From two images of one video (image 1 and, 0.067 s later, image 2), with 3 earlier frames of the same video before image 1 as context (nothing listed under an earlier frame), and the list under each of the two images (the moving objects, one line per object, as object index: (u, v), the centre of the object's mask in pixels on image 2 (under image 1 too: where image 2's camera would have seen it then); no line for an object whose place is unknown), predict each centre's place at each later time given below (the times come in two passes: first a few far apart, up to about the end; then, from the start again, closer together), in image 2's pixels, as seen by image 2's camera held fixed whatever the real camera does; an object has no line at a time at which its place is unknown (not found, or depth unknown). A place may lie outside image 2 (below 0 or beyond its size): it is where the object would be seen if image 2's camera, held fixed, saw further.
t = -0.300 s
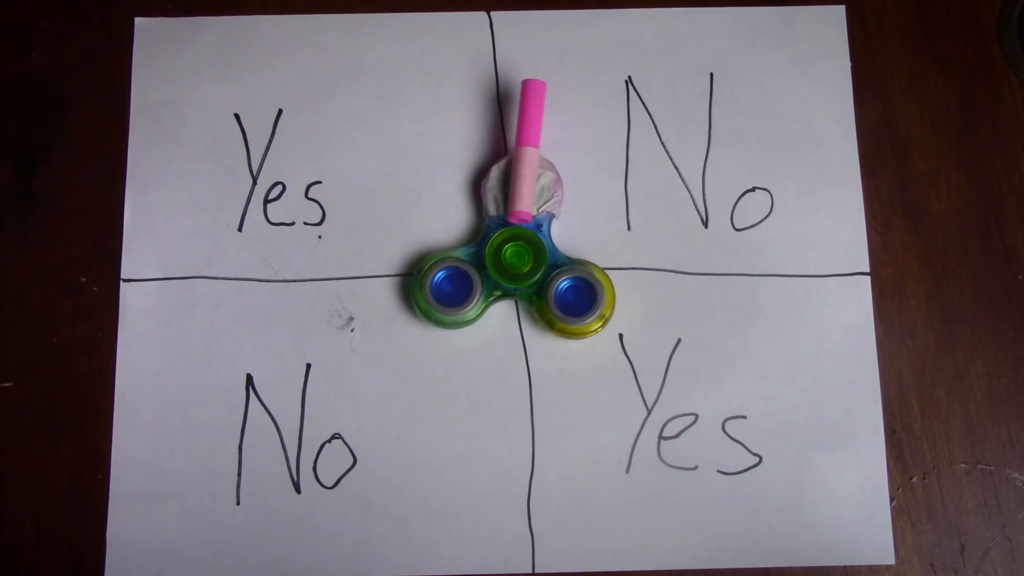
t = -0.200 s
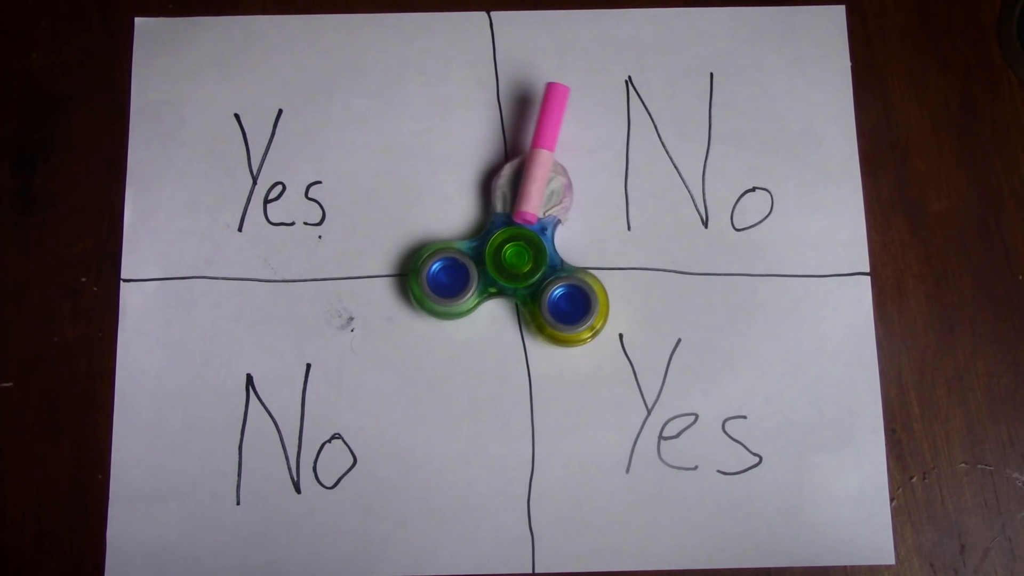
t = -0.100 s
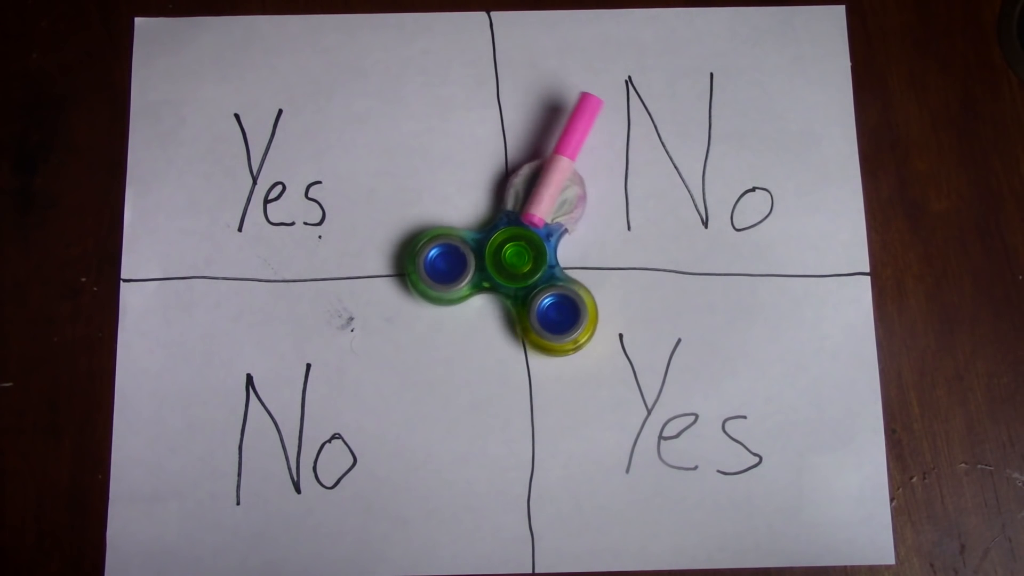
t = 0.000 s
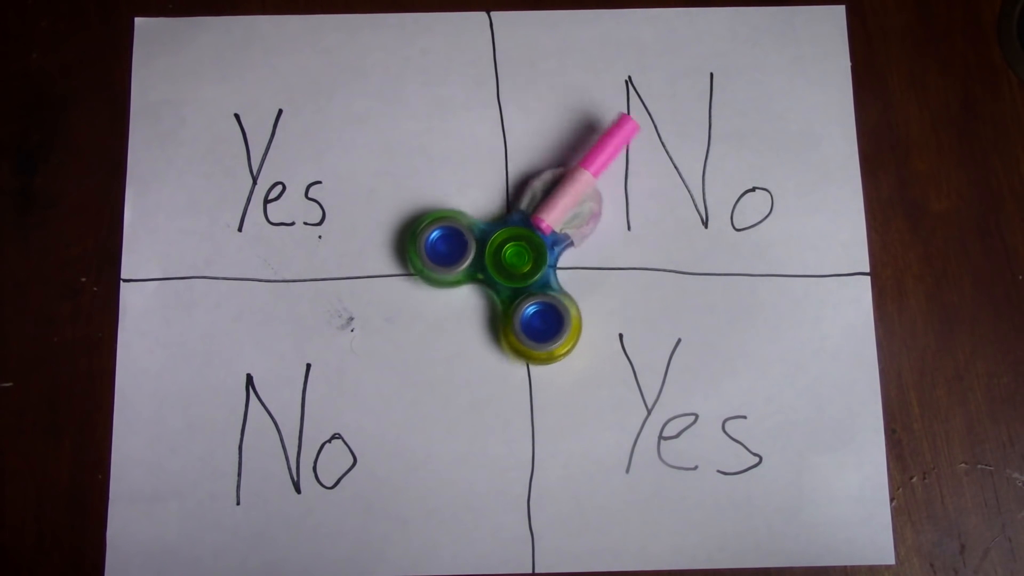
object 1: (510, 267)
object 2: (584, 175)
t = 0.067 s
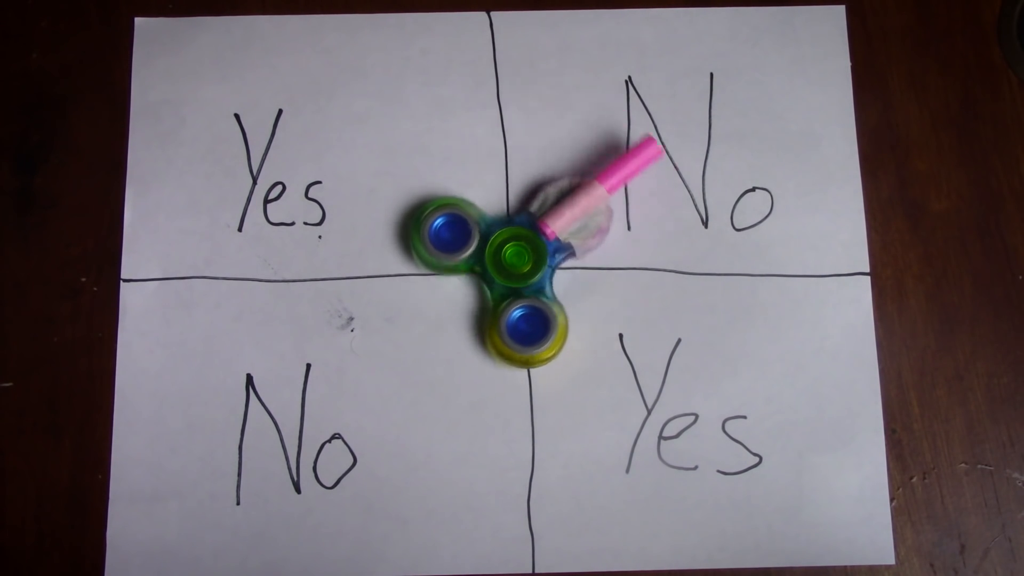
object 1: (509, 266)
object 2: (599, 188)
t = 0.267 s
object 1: (506, 261)
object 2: (625, 249)
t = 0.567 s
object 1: (509, 253)
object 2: (583, 337)
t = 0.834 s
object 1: (517, 251)
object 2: (498, 357)
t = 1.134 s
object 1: (523, 256)
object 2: (421, 303)
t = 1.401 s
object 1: (523, 262)
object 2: (409, 238)
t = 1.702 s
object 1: (522, 264)
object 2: (423, 202)
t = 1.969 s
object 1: (521, 266)
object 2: (442, 181)
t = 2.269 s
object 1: (519, 267)
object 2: (466, 164)
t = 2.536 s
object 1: (517, 267)
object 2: (496, 154)
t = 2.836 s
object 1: (510, 267)
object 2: (581, 172)
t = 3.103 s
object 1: (506, 262)
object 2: (624, 238)
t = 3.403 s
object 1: (507, 255)
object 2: (600, 321)
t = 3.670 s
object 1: (514, 250)
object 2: (532, 358)
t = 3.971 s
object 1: (520, 253)
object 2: (449, 337)
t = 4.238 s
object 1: (524, 257)
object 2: (418, 298)
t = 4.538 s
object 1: (524, 260)
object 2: (409, 265)
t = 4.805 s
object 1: (523, 262)
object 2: (409, 241)
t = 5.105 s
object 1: (523, 264)
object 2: (414, 220)
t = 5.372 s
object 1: (522, 264)
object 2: (421, 206)
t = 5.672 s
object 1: (521, 265)
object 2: (429, 194)
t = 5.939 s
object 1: (521, 266)
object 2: (434, 188)
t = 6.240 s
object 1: (522, 265)
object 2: (436, 185)
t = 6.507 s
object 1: (522, 266)
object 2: (436, 186)
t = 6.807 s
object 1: (521, 266)
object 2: (436, 186)
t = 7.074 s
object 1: (522, 266)
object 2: (436, 186)
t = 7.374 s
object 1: (521, 266)
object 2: (436, 186)
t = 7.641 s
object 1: (521, 266)
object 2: (436, 186)
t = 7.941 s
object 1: (521, 266)
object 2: (436, 186)
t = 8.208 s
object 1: (521, 266)
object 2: (436, 186)
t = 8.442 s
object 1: (521, 266)
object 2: (436, 185)
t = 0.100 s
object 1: (508, 266)
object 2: (606, 197)
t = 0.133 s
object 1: (508, 265)
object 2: (613, 206)
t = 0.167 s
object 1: (507, 264)
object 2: (617, 217)
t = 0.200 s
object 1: (507, 263)
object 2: (621, 226)
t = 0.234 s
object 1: (506, 262)
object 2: (624, 238)
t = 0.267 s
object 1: (506, 261)
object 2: (625, 249)
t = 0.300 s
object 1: (505, 260)
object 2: (625, 260)
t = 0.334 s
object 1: (505, 258)
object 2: (623, 271)
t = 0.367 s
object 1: (506, 257)
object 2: (621, 282)
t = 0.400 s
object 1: (507, 256)
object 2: (618, 293)
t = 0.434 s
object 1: (507, 256)
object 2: (613, 303)
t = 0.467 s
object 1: (507, 255)
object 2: (607, 313)
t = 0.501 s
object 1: (507, 255)
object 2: (600, 322)
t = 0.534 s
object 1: (508, 253)
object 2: (591, 330)
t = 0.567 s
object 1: (509, 253)
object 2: (583, 337)
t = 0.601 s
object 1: (510, 252)
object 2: (574, 343)
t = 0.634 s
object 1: (511, 252)
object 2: (564, 349)
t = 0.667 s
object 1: (512, 251)
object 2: (553, 353)
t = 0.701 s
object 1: (512, 251)
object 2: (542, 356)
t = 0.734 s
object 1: (514, 251)
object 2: (531, 358)
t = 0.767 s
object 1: (515, 251)
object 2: (520, 359)
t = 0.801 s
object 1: (516, 251)
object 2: (509, 359)
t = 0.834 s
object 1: (517, 251)
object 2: (498, 357)
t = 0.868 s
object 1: (518, 252)
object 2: (487, 355)
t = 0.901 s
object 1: (519, 252)
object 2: (476, 352)
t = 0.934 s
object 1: (519, 252)
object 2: (466, 347)
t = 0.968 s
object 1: (520, 253)
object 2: (457, 341)
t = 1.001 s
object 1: (520, 253)
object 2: (448, 335)
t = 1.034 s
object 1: (521, 253)
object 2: (439, 328)
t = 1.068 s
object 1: (522, 254)
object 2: (432, 321)
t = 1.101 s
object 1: (523, 255)
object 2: (426, 312)
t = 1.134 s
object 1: (523, 256)
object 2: (421, 303)
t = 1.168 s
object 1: (523, 257)
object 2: (416, 294)
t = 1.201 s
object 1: (523, 257)
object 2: (413, 284)
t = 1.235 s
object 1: (523, 258)
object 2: (410, 274)
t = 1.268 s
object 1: (523, 259)
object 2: (409, 266)
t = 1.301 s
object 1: (524, 260)
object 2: (409, 258)
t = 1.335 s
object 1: (524, 261)
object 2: (409, 250)
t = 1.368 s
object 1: (524, 261)
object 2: (408, 244)
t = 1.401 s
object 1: (523, 262)
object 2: (409, 238)
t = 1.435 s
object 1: (523, 262)
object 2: (410, 233)
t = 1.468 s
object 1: (523, 263)
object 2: (411, 228)
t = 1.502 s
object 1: (523, 263)
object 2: (412, 224)
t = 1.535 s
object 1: (523, 263)
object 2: (414, 221)
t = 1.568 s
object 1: (523, 264)
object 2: (415, 216)
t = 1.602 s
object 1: (522, 264)
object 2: (417, 213)
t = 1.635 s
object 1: (522, 264)
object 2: (419, 209)
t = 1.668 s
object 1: (522, 264)
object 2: (421, 206)
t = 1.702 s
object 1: (522, 264)
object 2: (423, 202)
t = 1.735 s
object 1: (521, 265)
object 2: (425, 199)
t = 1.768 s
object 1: (521, 265)
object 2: (428, 196)
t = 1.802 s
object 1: (522, 265)
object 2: (430, 193)
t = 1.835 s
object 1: (521, 265)
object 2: (432, 191)
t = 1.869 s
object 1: (521, 266)
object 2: (435, 188)
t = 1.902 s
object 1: (521, 266)
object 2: (437, 185)
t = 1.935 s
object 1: (521, 266)
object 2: (439, 183)
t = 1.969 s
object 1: (521, 266)
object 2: (442, 181)
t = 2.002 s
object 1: (521, 266)
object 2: (445, 178)
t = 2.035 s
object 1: (520, 267)
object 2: (447, 176)
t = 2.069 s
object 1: (520, 267)
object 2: (450, 174)
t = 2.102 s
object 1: (521, 267)
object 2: (452, 172)
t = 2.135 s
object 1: (520, 267)
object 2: (455, 170)
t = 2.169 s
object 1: (520, 267)
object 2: (458, 169)
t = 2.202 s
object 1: (520, 267)
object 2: (460, 167)
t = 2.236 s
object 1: (519, 267)
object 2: (463, 166)
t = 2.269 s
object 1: (519, 267)
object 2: (466, 164)
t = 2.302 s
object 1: (519, 267)
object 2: (468, 163)
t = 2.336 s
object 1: (519, 267)
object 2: (471, 162)
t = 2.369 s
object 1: (518, 267)
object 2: (473, 161)
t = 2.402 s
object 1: (518, 267)
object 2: (476, 160)
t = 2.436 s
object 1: (518, 267)
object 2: (479, 159)
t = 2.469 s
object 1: (518, 267)
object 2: (483, 157)
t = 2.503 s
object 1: (517, 267)
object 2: (489, 156)
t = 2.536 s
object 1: (517, 267)
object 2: (496, 154)
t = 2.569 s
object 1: (516, 268)
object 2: (504, 153)
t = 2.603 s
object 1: (515, 267)
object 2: (513, 152)
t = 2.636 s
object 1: (515, 267)
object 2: (523, 151)
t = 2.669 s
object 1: (514, 267)
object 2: (534, 153)
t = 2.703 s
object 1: (513, 267)
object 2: (544, 155)
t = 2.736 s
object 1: (513, 267)
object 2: (554, 158)
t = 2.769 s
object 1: (512, 267)
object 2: (564, 162)
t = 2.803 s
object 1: (511, 267)
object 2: (573, 167)
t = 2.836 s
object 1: (510, 267)
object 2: (581, 172)
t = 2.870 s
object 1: (509, 266)
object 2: (589, 179)
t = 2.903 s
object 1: (509, 266)
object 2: (596, 185)
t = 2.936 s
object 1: (508, 266)
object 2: (603, 193)
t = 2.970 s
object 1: (508, 265)
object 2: (609, 201)
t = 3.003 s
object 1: (507, 264)
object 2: (614, 210)
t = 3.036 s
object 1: (507, 264)
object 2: (618, 219)
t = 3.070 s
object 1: (506, 263)
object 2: (621, 228)
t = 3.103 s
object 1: (506, 262)
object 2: (624, 238)
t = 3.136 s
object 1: (506, 261)
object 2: (625, 248)
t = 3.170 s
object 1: (505, 260)
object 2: (625, 257)
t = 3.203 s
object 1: (506, 259)
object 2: (624, 267)
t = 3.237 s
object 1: (505, 258)
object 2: (622, 277)
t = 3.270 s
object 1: (506, 257)
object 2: (619, 286)
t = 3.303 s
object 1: (506, 256)
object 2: (616, 296)
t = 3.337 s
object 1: (507, 256)
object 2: (612, 305)
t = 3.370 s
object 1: (507, 255)
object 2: (606, 313)
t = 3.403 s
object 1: (507, 255)
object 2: (600, 321)
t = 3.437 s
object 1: (508, 254)
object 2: (593, 328)
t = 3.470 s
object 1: (508, 253)
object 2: (586, 334)
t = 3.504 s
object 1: (509, 252)
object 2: (578, 340)
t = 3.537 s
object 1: (510, 252)
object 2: (569, 345)
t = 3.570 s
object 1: (511, 251)
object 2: (561, 350)
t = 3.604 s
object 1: (512, 251)
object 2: (551, 353)
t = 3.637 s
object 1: (513, 250)
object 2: (542, 356)
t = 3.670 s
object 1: (514, 250)
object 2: (532, 358)
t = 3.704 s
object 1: (515, 251)
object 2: (522, 359)
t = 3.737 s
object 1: (516, 251)
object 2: (512, 359)
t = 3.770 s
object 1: (517, 251)
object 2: (503, 358)
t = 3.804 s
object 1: (518, 252)
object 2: (493, 357)
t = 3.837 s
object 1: (518, 252)
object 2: (483, 354)
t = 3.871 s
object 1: (519, 252)
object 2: (474, 351)
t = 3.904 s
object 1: (519, 253)
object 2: (465, 347)
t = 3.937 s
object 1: (520, 253)
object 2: (457, 342)
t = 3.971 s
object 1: (520, 253)
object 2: (449, 337)
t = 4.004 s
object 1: (521, 253)
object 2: (443, 331)
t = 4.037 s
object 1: (521, 254)
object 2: (438, 325)
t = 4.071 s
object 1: (522, 254)
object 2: (433, 320)
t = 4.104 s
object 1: (523, 255)
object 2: (429, 315)
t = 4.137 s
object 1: (523, 255)
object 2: (426, 311)
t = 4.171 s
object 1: (523, 256)
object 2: (423, 306)
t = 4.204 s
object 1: (523, 256)
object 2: (420, 302)
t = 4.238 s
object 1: (524, 257)
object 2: (418, 298)
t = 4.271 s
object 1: (524, 257)
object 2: (416, 294)
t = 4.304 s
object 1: (524, 258)
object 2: (415, 290)
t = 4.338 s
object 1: (524, 258)
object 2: (414, 286)
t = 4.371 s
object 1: (524, 258)
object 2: (413, 282)
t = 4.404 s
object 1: (524, 259)
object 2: (411, 279)
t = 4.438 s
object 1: (524, 259)
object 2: (411, 275)
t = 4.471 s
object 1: (524, 259)
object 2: (410, 272)
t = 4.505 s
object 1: (524, 260)
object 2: (410, 268)
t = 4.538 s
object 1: (524, 260)
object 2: (409, 265)
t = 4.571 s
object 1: (524, 260)
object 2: (408, 262)
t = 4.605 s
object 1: (524, 261)
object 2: (408, 259)
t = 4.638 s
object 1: (524, 261)
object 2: (408, 256)
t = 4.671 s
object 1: (524, 261)
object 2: (408, 253)
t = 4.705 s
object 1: (524, 261)
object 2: (409, 250)
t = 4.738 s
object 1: (524, 262)
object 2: (408, 247)
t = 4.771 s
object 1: (524, 262)
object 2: (409, 244)
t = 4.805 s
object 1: (523, 262)
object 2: (409, 241)
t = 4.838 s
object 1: (523, 262)
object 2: (409, 238)
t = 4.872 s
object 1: (523, 263)
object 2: (409, 236)
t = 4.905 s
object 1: (523, 263)
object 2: (410, 233)
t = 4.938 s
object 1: (523, 263)
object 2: (411, 231)
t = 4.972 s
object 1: (523, 263)
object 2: (411, 229)
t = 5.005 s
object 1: (523, 263)
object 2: (412, 226)
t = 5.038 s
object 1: (523, 263)
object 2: (412, 224)
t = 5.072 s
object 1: (523, 263)
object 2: (413, 222)
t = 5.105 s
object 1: (523, 264)
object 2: (414, 220)
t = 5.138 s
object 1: (523, 264)
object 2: (414, 218)
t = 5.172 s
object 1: (523, 264)
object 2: (415, 216)
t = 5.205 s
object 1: (523, 264)
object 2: (416, 214)
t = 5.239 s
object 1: (523, 264)
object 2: (417, 213)
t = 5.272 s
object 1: (522, 264)
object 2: (418, 211)
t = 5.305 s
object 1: (522, 265)
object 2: (419, 209)
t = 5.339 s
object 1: (523, 264)
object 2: (420, 207)
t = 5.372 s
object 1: (522, 264)
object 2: (421, 206)
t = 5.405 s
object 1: (522, 265)
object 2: (422, 204)
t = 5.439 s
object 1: (522, 265)
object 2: (423, 203)
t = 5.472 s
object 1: (522, 265)
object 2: (424, 201)
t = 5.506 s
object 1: (522, 265)
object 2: (425, 200)
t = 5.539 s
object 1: (522, 265)
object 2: (426, 198)
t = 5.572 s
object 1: (521, 265)
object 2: (427, 197)
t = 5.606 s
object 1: (521, 265)
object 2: (428, 196)
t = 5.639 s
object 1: (522, 265)
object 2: (429, 195)
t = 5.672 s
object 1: (521, 265)
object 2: (429, 194)
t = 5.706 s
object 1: (522, 265)
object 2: (430, 193)
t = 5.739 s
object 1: (522, 265)
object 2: (431, 192)
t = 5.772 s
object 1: (521, 265)
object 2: (431, 192)
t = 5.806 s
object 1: (521, 265)
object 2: (432, 190)
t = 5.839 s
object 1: (521, 265)
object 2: (432, 190)
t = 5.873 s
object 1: (522, 265)
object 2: (433, 189)
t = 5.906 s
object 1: (521, 265)
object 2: (433, 189)
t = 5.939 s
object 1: (521, 266)
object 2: (434, 188)
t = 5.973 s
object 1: (522, 266)
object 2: (434, 187)
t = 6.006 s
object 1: (521, 266)
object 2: (435, 187)
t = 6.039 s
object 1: (522, 266)
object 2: (435, 187)
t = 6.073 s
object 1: (522, 266)
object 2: (435, 186)
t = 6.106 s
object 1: (522, 266)
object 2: (436, 186)
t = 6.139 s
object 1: (521, 265)
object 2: (436, 186)
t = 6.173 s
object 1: (522, 266)
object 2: (436, 186)
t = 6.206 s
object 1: (522, 266)
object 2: (436, 186)
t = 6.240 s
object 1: (522, 265)
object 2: (436, 185)
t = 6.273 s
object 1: (522, 266)
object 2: (436, 185)
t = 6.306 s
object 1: (522, 266)
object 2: (436, 186)
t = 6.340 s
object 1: (521, 266)
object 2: (436, 186)
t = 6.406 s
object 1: (522, 266)
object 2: (436, 185)
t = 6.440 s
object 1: (522, 266)
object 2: (436, 186)
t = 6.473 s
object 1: (521, 266)
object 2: (436, 186)
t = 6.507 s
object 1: (522, 266)
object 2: (436, 186)
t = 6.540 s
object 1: (521, 265)
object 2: (436, 186)
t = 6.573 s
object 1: (521, 266)
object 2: (436, 185)
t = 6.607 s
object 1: (522, 266)
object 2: (436, 186)
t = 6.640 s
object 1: (521, 266)
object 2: (436, 186)
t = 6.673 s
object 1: (521, 266)
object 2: (436, 186)
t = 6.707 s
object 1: (521, 266)
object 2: (436, 186)
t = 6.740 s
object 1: (521, 266)
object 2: (436, 185)
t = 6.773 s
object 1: (521, 266)
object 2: (436, 186)
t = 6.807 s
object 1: (521, 266)
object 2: (436, 186)
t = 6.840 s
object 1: (521, 266)
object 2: (436, 186)
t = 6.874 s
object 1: (521, 266)
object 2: (436, 186)
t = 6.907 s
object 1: (521, 266)
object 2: (436, 185)
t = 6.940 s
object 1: (522, 266)
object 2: (436, 186)
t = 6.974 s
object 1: (522, 266)
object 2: (436, 186)
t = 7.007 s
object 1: (522, 266)
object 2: (436, 186)
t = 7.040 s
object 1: (522, 266)
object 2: (436, 186)
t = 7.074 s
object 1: (522, 266)
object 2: (436, 186)
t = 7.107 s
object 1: (522, 266)
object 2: (436, 186)
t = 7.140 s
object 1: (522, 266)
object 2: (436, 186)
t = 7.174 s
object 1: (521, 266)
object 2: (436, 186)
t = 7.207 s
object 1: (521, 266)
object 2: (436, 186)
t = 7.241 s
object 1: (522, 266)
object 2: (436, 186)
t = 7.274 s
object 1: (522, 266)
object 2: (436, 186)
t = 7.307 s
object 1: (522, 266)
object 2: (436, 186)
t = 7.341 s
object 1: (521, 266)
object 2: (436, 186)
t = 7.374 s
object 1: (521, 266)
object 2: (436, 186)
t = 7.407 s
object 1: (521, 266)
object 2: (436, 186)
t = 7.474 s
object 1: (521, 266)
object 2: (436, 186)
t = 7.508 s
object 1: (521, 266)
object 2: (436, 186)
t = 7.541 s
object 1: (521, 266)
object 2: (436, 185)
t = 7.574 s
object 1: (521, 266)
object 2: (436, 186)
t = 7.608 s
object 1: (521, 266)
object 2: (436, 186)
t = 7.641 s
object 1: (521, 266)
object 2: (436, 186)
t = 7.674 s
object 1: (522, 266)
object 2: (436, 186)
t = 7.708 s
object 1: (521, 266)
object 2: (436, 186)
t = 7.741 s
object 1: (521, 266)
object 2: (436, 186)
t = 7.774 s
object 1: (521, 266)
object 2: (436, 186)
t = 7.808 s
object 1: (521, 266)
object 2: (436, 186)
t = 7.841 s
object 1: (521, 266)
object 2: (436, 186)
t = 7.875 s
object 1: (521, 266)
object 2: (436, 186)
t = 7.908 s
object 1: (521, 266)
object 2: (436, 186)
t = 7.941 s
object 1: (521, 266)
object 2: (436, 186)
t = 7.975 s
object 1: (521, 266)
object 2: (436, 186)
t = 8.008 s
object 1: (521, 266)
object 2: (436, 186)
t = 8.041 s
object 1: (521, 266)
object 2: (436, 186)
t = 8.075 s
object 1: (521, 266)
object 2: (436, 186)
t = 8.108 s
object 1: (521, 266)
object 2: (436, 186)
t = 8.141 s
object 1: (521, 266)
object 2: (436, 186)
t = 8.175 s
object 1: (521, 266)
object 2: (436, 186)
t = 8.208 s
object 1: (521, 266)
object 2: (436, 186)
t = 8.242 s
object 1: (521, 266)
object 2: (436, 186)
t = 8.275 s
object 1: (521, 265)
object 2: (435, 186)
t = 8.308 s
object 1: (521, 266)
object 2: (436, 186)
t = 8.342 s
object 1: (521, 266)
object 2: (436, 186)
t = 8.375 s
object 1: (521, 266)
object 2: (436, 186)
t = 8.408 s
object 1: (521, 266)
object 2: (436, 186)
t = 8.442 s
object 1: (521, 266)
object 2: (436, 185)
